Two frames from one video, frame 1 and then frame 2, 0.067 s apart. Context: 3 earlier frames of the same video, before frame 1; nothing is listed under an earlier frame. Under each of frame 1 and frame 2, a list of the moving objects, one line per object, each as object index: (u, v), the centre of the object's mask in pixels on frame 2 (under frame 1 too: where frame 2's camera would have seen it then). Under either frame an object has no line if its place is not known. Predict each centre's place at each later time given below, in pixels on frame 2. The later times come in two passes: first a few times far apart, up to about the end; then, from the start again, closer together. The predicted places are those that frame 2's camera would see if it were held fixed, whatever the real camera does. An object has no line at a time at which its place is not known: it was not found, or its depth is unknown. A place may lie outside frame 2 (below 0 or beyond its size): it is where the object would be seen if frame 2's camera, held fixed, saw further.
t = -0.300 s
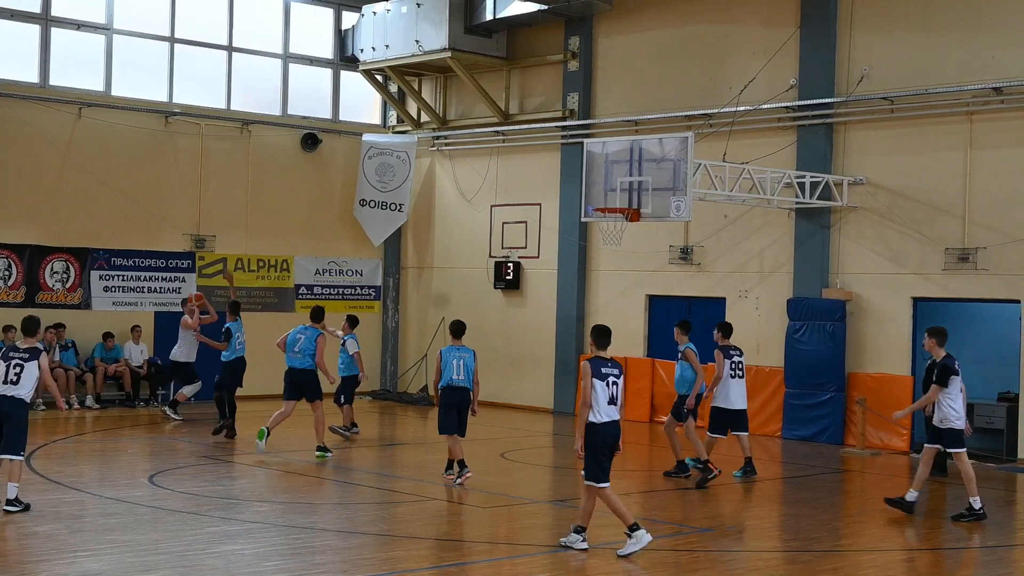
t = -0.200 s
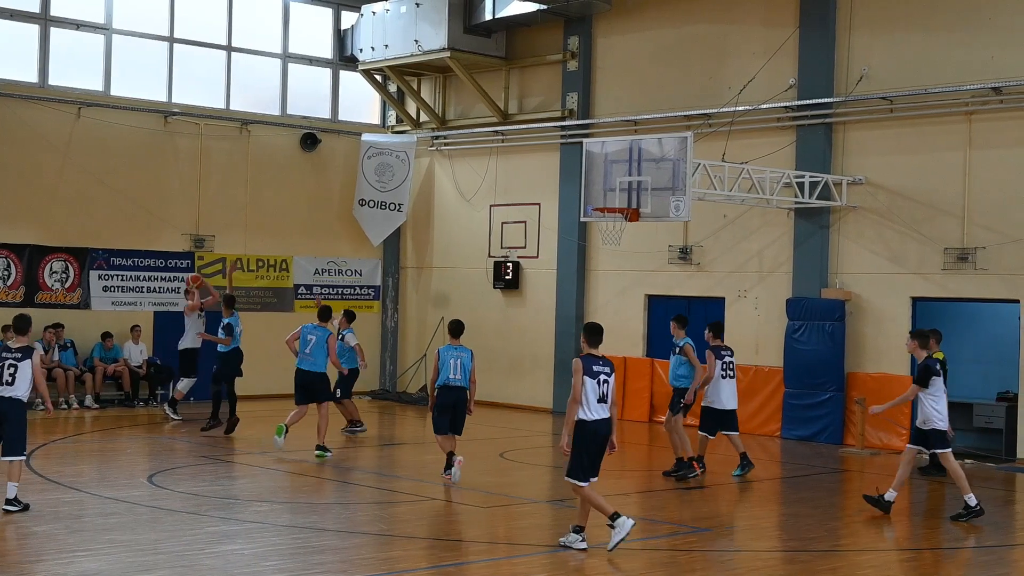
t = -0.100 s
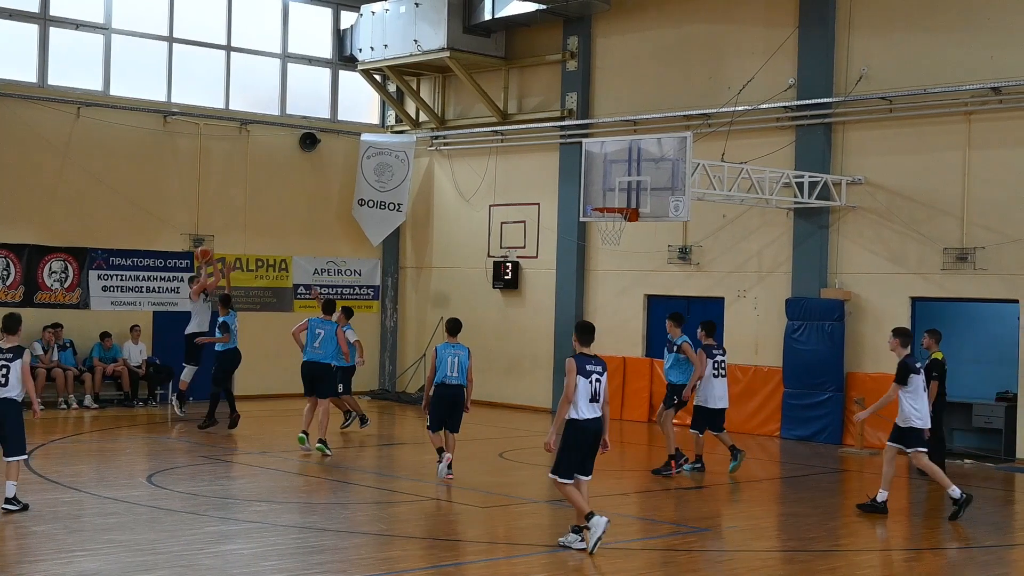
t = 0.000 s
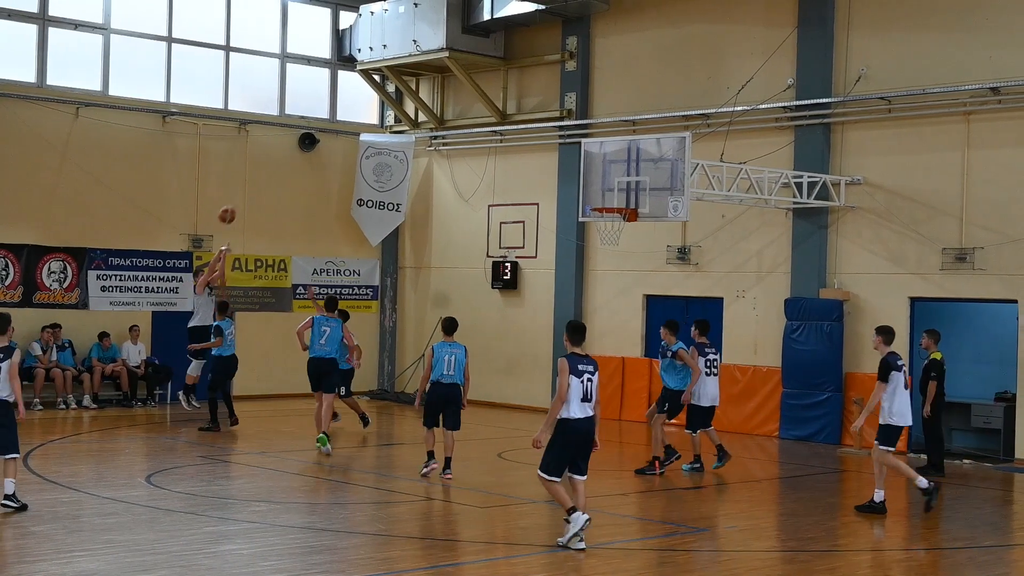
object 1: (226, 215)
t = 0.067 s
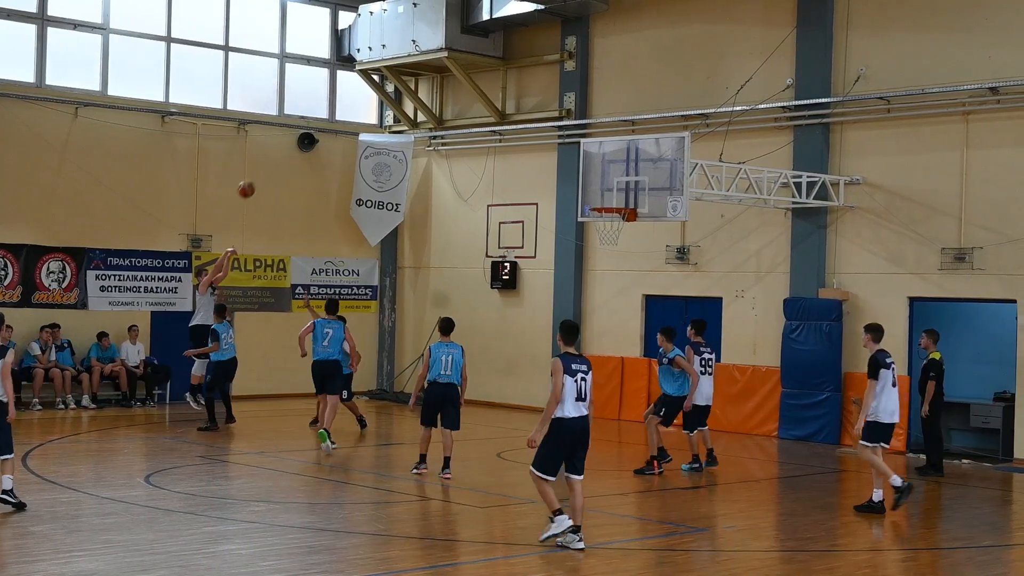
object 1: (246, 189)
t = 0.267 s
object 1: (307, 128)
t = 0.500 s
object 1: (379, 87)
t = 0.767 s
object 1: (465, 88)
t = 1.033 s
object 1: (555, 140)
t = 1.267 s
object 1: (609, 226)
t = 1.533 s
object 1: (575, 268)
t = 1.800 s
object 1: (544, 355)
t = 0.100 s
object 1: (256, 177)
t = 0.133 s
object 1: (266, 166)
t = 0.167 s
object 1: (276, 155)
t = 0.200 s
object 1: (287, 146)
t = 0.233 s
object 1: (296, 137)
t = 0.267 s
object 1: (307, 128)
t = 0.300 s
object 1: (317, 120)
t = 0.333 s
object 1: (327, 113)
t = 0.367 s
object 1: (338, 106)
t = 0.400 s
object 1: (348, 101)
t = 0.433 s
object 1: (358, 96)
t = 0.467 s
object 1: (369, 91)
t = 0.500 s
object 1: (379, 87)
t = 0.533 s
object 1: (390, 85)
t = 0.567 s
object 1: (401, 84)
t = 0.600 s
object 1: (412, 82)
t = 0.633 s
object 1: (421, 81)
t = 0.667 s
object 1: (432, 82)
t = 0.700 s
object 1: (443, 83)
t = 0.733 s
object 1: (454, 85)
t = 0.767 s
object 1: (465, 88)
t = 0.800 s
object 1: (477, 91)
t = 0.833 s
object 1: (487, 95)
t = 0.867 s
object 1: (499, 100)
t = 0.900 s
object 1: (511, 107)
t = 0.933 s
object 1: (521, 113)
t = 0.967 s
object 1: (532, 121)
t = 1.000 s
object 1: (544, 131)
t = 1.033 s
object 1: (555, 140)
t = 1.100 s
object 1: (579, 163)
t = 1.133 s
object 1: (590, 176)
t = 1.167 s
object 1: (602, 189)
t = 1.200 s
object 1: (614, 202)
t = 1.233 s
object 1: (615, 215)
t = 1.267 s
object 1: (609, 226)
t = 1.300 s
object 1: (603, 233)
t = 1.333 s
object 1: (599, 236)
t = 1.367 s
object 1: (595, 239)
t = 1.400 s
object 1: (591, 243)
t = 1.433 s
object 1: (587, 248)
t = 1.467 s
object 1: (583, 254)
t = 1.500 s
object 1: (579, 261)
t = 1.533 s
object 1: (575, 268)
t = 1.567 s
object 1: (571, 276)
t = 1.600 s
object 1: (567, 285)
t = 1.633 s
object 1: (563, 295)
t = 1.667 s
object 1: (560, 305)
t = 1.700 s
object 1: (556, 317)
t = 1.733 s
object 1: (552, 328)
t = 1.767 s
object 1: (548, 341)
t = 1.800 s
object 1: (544, 355)
